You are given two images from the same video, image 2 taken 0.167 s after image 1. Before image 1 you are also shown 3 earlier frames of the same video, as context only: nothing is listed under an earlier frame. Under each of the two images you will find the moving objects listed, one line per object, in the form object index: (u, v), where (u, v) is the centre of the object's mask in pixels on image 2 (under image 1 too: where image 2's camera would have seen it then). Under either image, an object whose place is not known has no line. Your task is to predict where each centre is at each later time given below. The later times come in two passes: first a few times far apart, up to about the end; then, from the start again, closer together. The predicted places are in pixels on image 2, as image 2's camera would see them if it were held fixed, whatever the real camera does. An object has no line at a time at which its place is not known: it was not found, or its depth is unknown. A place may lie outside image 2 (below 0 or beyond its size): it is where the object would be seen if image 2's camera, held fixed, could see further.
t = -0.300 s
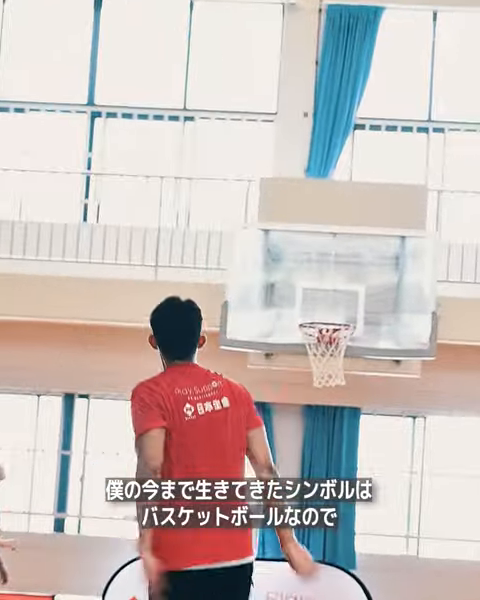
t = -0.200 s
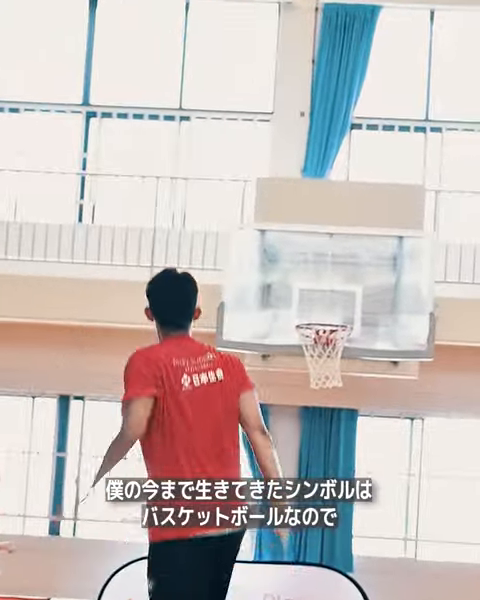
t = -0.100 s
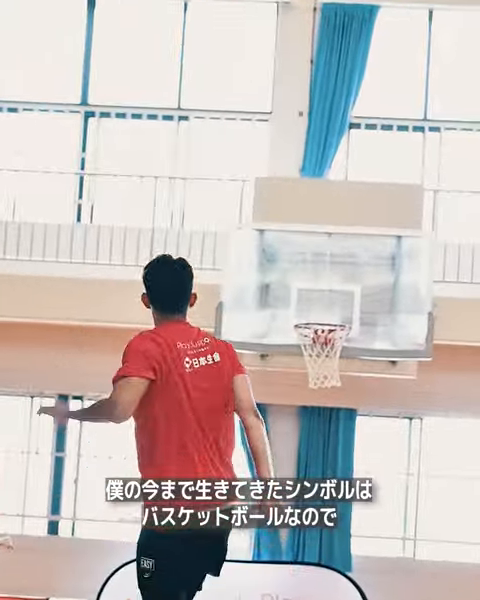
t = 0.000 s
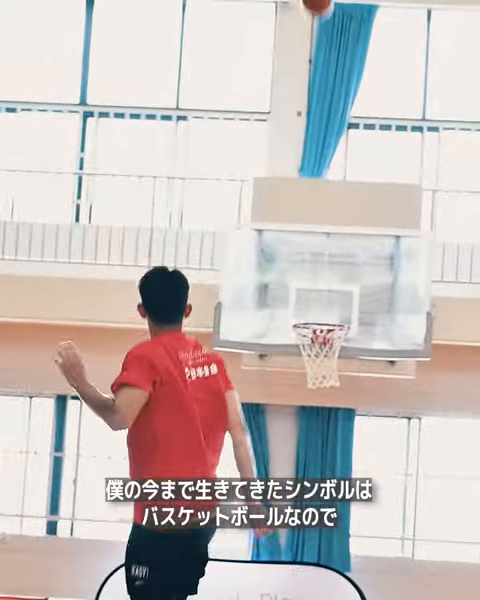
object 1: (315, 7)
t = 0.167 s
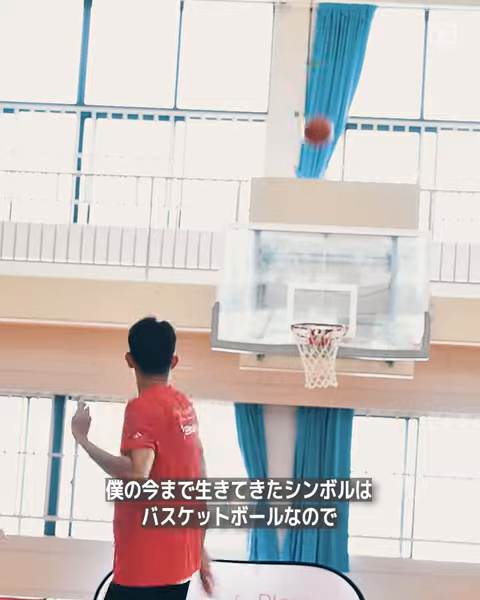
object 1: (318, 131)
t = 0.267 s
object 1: (318, 217)
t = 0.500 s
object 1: (318, 399)
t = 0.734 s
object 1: (319, 581)
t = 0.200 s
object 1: (317, 159)
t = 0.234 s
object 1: (317, 189)
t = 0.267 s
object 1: (318, 217)
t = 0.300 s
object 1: (319, 246)
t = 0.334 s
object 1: (319, 275)
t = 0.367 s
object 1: (319, 309)
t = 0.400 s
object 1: (322, 338)
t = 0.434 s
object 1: (319, 349)
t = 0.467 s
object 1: (319, 379)
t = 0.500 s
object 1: (318, 399)
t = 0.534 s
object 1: (319, 419)
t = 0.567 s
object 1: (317, 442)
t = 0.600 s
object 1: (319, 464)
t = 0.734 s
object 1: (319, 581)
